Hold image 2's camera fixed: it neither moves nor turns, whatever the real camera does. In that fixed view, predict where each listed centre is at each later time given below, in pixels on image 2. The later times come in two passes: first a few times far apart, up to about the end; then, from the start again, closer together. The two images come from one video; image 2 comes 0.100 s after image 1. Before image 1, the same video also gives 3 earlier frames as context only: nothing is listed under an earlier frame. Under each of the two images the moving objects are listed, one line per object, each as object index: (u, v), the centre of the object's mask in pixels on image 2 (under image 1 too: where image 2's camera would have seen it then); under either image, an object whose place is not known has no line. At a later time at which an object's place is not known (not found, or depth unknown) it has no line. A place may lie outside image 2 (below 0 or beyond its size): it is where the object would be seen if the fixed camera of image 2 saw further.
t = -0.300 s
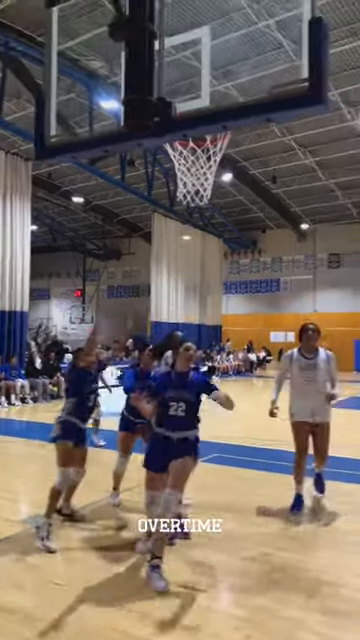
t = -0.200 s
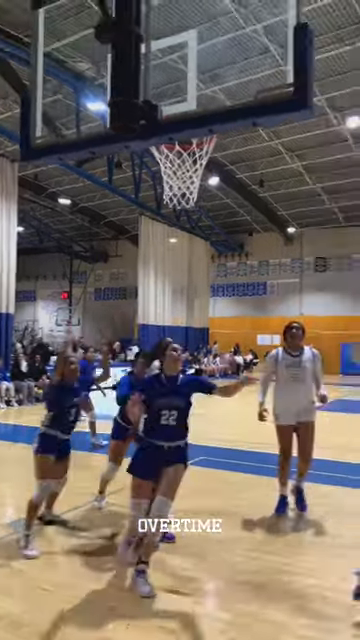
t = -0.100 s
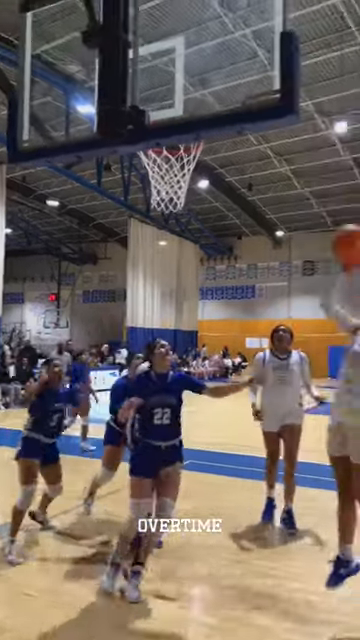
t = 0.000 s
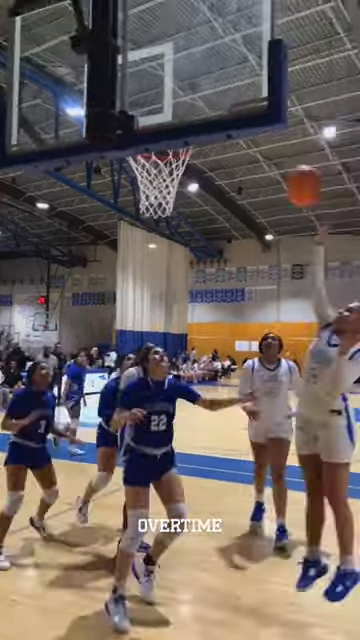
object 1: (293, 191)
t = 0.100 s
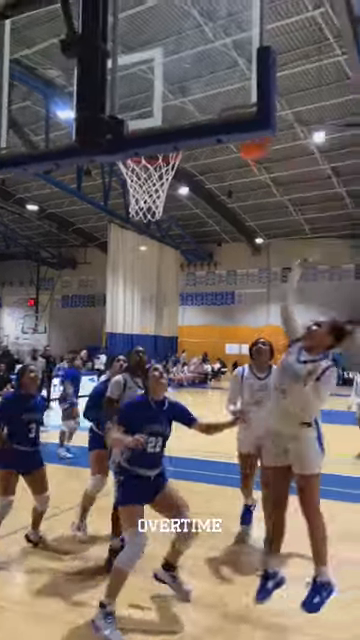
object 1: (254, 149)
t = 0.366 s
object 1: (165, 91)
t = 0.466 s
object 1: (145, 110)
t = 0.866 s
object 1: (149, 240)
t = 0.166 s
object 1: (222, 105)
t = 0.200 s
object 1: (211, 102)
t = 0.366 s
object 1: (165, 91)
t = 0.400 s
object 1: (162, 96)
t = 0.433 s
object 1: (153, 105)
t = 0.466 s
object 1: (145, 110)
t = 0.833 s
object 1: (149, 229)
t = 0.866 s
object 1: (149, 240)
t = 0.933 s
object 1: (150, 268)
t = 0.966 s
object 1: (151, 284)
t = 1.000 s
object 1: (152, 302)
